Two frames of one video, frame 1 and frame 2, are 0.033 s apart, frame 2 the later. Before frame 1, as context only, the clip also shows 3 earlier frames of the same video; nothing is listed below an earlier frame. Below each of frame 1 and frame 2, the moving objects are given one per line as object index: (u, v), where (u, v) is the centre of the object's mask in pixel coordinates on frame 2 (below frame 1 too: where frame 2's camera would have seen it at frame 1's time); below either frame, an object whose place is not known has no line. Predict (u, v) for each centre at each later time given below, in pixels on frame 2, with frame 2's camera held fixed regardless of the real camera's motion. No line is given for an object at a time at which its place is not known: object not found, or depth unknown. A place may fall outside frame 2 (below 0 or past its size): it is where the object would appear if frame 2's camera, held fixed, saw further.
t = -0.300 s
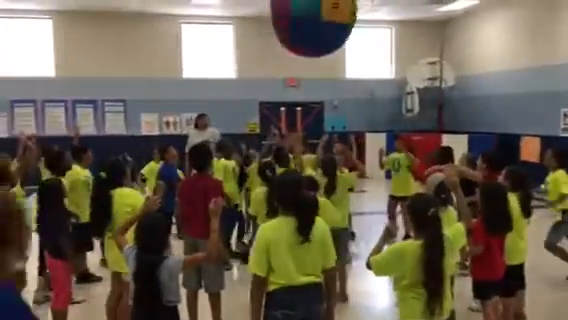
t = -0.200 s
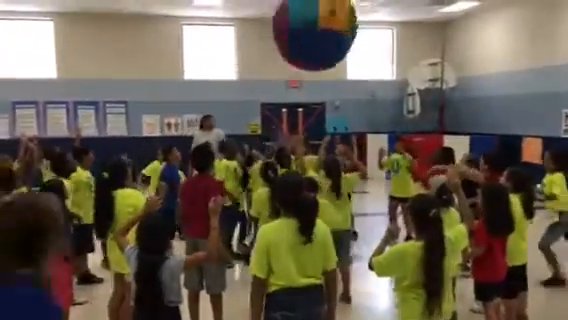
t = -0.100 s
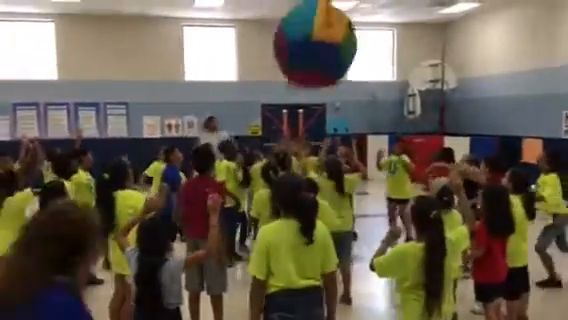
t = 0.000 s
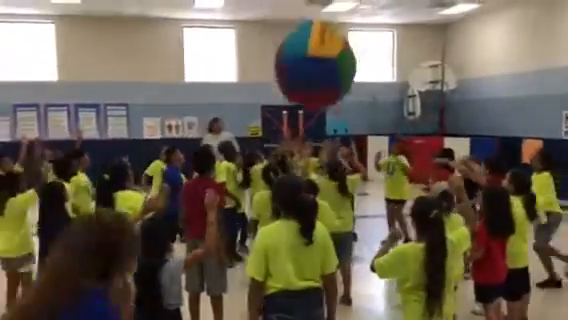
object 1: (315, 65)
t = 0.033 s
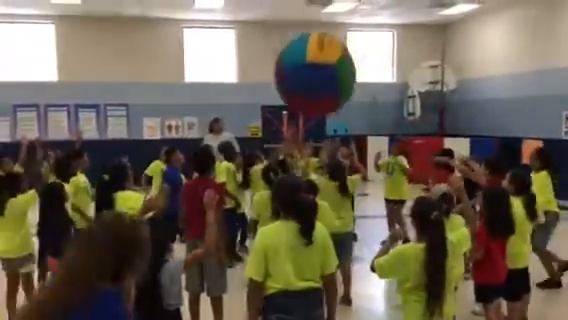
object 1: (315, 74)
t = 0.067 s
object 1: (315, 81)
